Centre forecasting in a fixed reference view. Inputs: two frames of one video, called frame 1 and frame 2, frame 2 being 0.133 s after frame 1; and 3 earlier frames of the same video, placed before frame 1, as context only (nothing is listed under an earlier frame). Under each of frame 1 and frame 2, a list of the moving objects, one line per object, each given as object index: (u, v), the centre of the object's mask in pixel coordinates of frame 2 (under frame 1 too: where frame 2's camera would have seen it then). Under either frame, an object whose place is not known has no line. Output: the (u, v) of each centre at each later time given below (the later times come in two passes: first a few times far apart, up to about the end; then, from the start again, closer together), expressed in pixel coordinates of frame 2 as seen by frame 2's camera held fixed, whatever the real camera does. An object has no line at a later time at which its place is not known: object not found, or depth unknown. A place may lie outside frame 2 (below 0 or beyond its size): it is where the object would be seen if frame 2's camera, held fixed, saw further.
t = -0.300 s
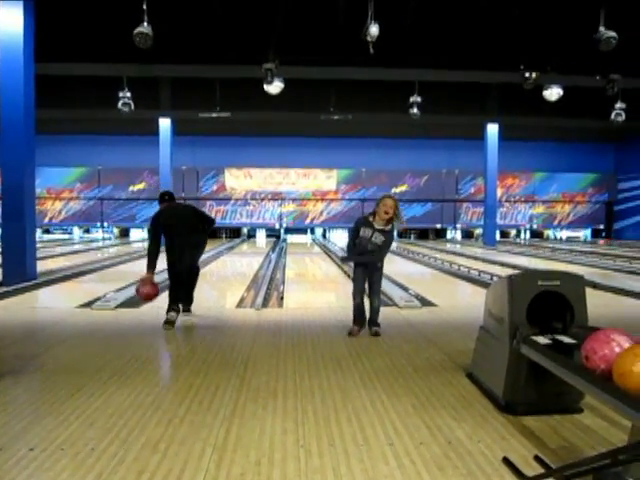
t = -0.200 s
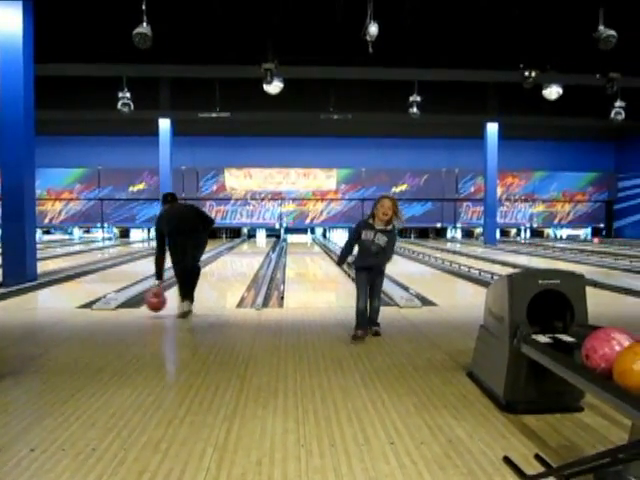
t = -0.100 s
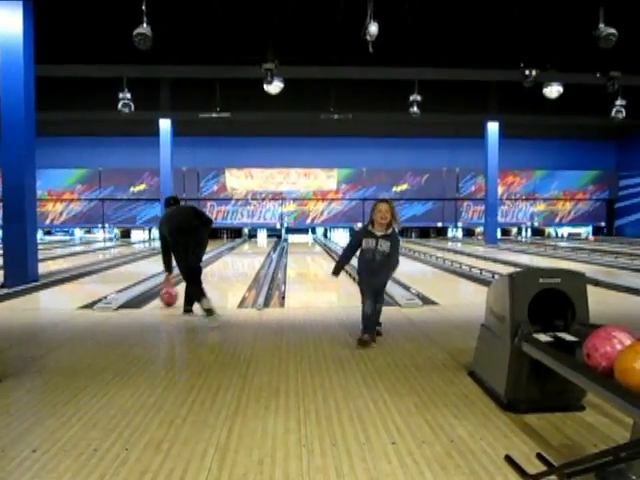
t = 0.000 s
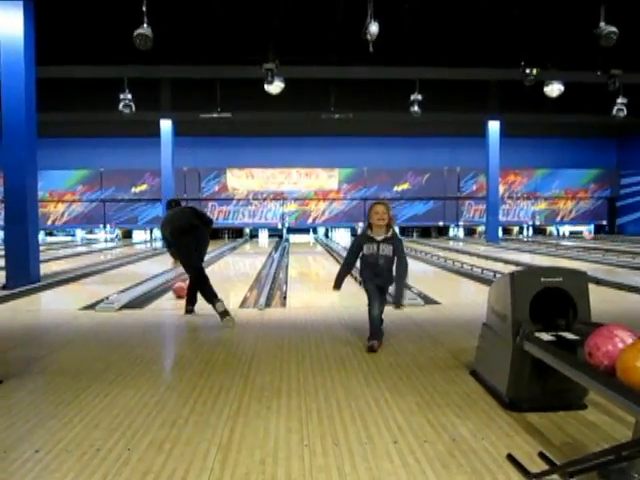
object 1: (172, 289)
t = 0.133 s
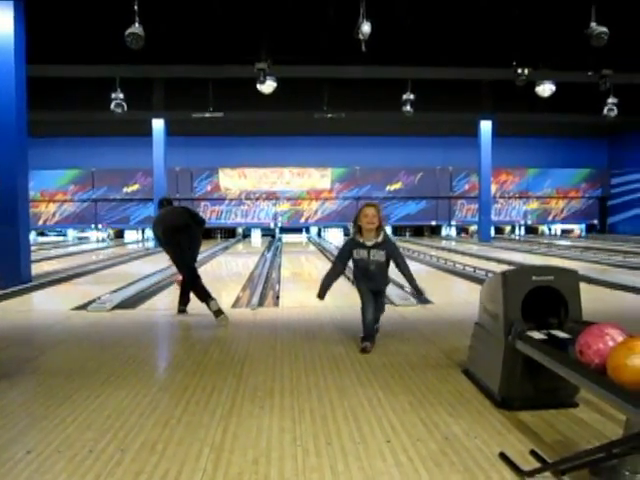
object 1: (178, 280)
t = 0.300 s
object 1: (199, 271)
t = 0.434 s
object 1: (202, 269)
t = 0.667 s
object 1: (213, 261)
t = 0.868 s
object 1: (219, 256)
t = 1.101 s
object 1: (226, 252)
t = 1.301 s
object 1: (230, 249)
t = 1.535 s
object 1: (235, 246)
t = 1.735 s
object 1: (238, 245)
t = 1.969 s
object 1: (243, 243)
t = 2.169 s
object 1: (246, 242)
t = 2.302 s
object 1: (247, 242)
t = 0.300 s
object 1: (199, 271)
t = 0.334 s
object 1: (199, 271)
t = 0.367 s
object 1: (200, 270)
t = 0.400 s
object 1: (201, 269)
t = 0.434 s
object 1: (202, 269)
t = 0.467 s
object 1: (204, 267)
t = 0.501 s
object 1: (205, 266)
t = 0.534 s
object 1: (207, 265)
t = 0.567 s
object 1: (208, 264)
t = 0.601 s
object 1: (210, 263)
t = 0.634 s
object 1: (210, 262)
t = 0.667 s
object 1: (213, 261)
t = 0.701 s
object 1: (214, 260)
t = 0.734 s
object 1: (215, 259)
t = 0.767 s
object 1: (216, 258)
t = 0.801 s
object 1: (217, 258)
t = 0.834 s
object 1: (219, 257)
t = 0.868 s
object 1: (219, 256)
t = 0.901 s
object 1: (220, 256)
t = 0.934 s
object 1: (221, 255)
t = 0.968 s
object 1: (222, 254)
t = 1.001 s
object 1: (223, 254)
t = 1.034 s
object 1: (224, 253)
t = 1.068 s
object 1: (225, 253)
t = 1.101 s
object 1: (226, 252)
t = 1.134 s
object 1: (226, 252)
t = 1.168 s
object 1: (228, 251)
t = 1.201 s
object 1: (228, 251)
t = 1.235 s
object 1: (229, 251)
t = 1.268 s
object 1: (230, 250)
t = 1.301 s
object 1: (230, 249)
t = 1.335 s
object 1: (231, 249)
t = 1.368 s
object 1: (232, 248)
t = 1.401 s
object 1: (232, 248)
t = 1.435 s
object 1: (233, 248)
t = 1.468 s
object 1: (233, 247)
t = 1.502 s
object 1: (234, 247)
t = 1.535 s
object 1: (235, 246)
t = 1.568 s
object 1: (235, 247)
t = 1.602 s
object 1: (235, 246)
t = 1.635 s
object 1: (236, 246)
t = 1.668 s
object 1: (237, 245)
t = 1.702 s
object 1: (237, 245)
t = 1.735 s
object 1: (238, 245)
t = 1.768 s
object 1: (239, 244)
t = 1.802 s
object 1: (239, 244)
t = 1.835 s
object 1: (241, 244)
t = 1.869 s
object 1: (240, 244)
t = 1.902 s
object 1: (242, 243)
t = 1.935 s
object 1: (243, 243)
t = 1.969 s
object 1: (243, 243)
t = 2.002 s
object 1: (244, 242)
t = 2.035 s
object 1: (244, 242)
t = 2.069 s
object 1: (245, 243)
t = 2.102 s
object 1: (245, 242)
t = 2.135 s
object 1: (246, 242)
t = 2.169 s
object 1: (246, 242)
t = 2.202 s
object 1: (246, 242)
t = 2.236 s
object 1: (247, 242)
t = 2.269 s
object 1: (246, 241)
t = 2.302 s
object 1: (247, 242)
